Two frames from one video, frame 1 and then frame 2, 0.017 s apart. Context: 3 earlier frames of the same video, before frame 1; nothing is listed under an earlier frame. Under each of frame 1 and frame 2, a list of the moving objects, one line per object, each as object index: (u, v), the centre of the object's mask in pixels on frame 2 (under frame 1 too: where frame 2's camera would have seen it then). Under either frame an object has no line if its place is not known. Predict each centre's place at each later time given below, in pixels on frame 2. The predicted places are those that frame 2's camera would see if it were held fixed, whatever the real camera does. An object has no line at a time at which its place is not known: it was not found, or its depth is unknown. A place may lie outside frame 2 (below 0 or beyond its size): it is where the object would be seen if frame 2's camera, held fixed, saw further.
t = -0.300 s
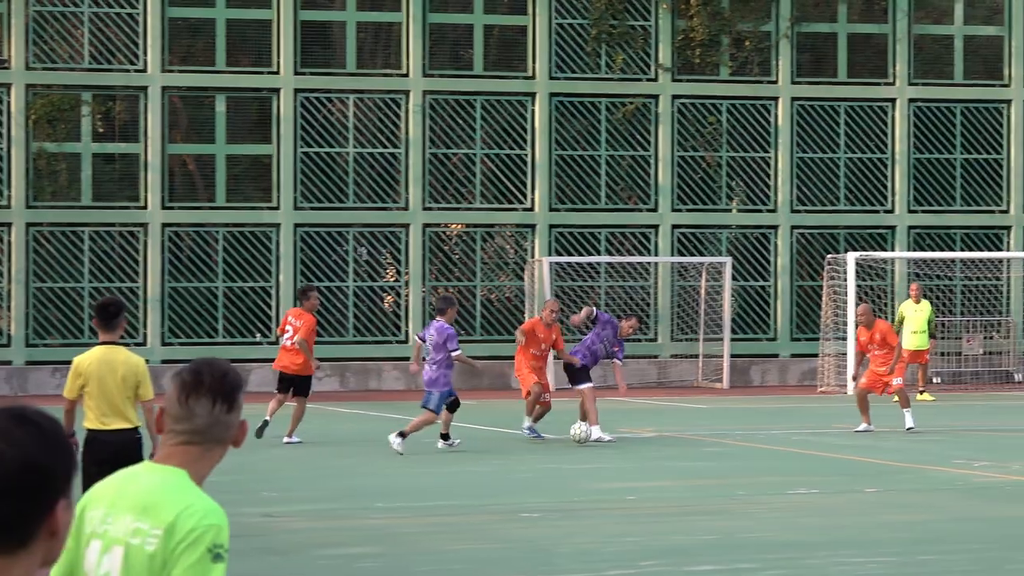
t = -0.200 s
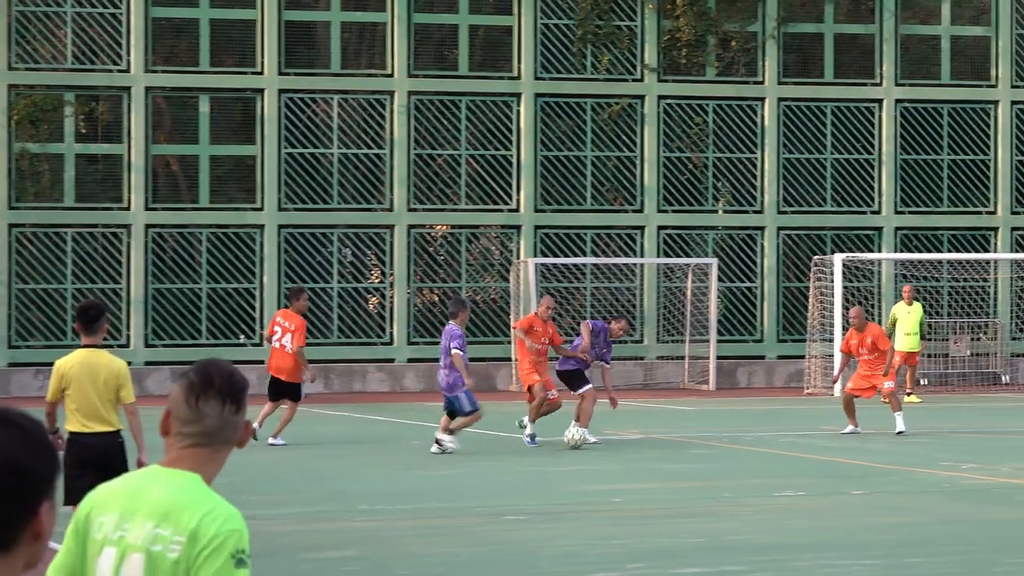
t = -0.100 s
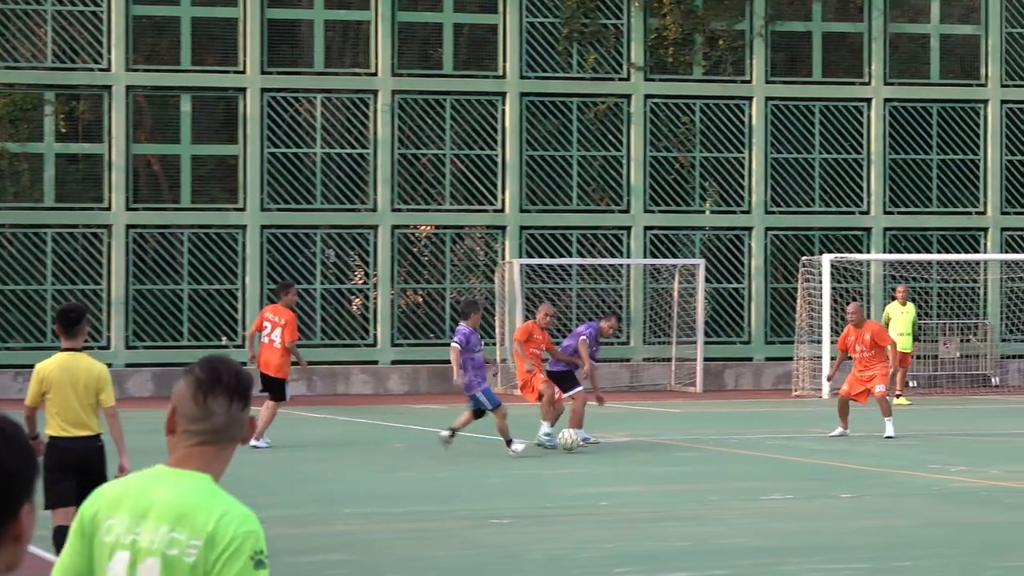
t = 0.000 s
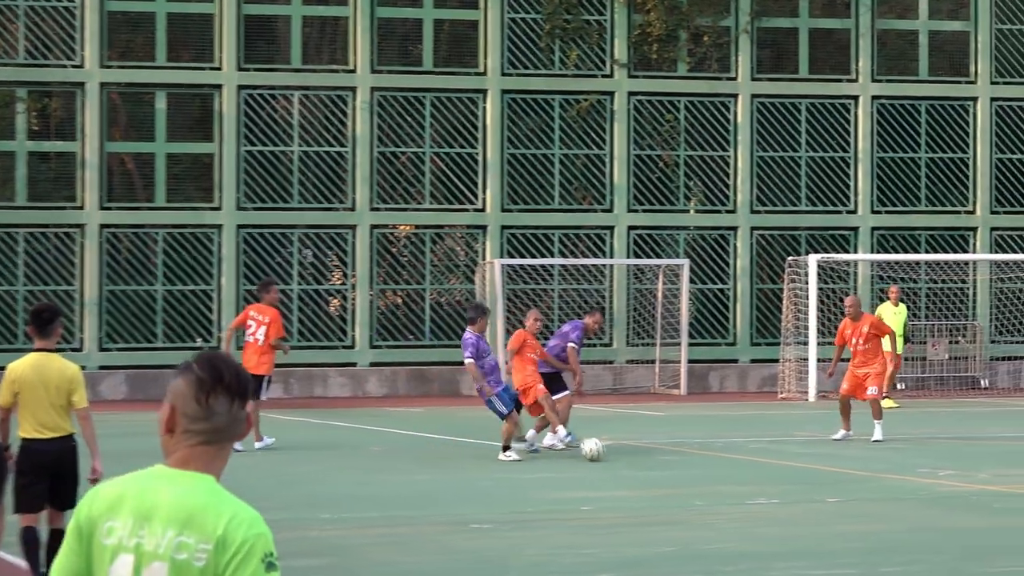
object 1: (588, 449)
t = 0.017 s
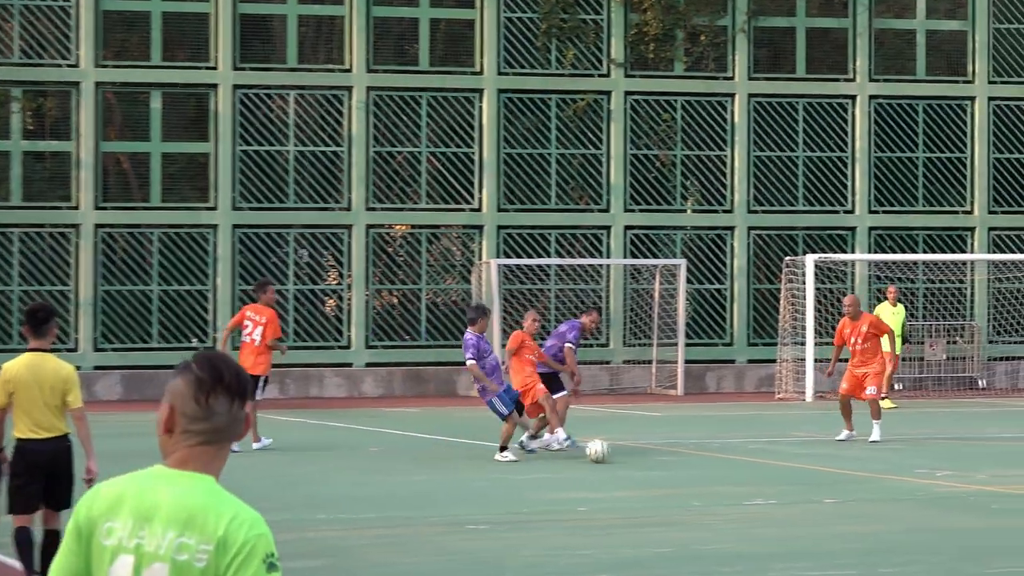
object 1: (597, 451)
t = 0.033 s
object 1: (605, 451)
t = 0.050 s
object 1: (614, 451)
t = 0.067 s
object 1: (623, 453)
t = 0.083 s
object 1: (632, 454)
